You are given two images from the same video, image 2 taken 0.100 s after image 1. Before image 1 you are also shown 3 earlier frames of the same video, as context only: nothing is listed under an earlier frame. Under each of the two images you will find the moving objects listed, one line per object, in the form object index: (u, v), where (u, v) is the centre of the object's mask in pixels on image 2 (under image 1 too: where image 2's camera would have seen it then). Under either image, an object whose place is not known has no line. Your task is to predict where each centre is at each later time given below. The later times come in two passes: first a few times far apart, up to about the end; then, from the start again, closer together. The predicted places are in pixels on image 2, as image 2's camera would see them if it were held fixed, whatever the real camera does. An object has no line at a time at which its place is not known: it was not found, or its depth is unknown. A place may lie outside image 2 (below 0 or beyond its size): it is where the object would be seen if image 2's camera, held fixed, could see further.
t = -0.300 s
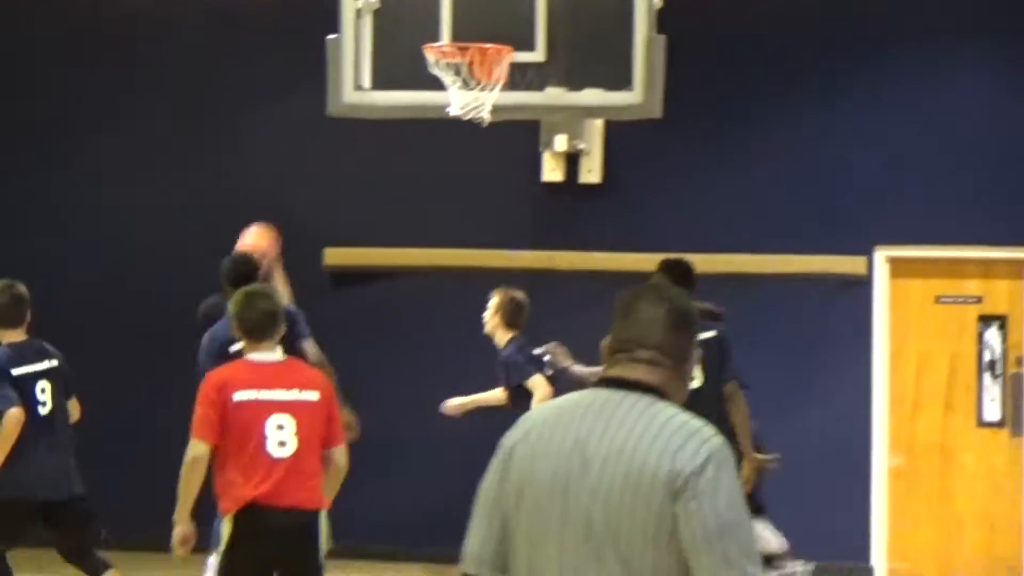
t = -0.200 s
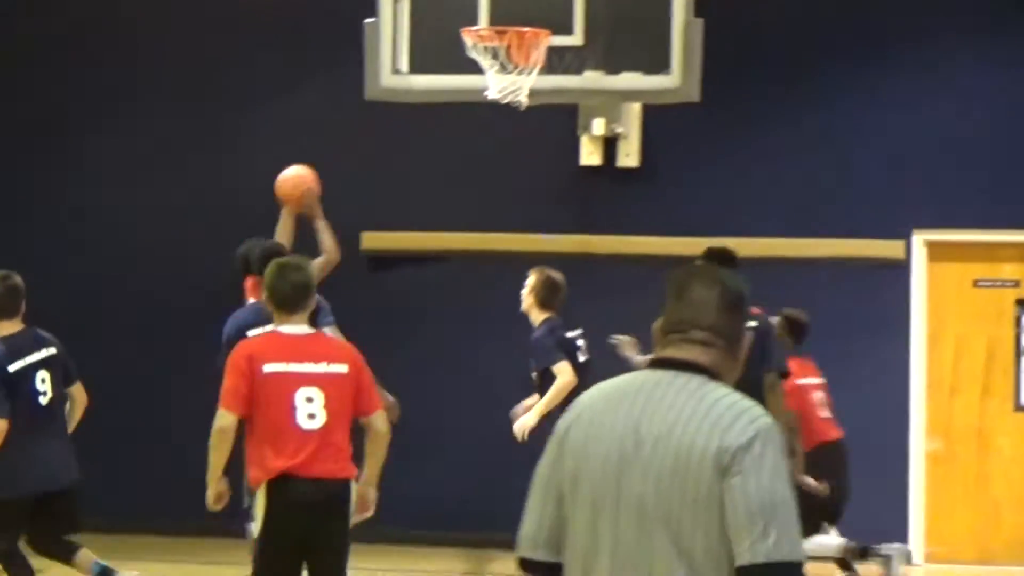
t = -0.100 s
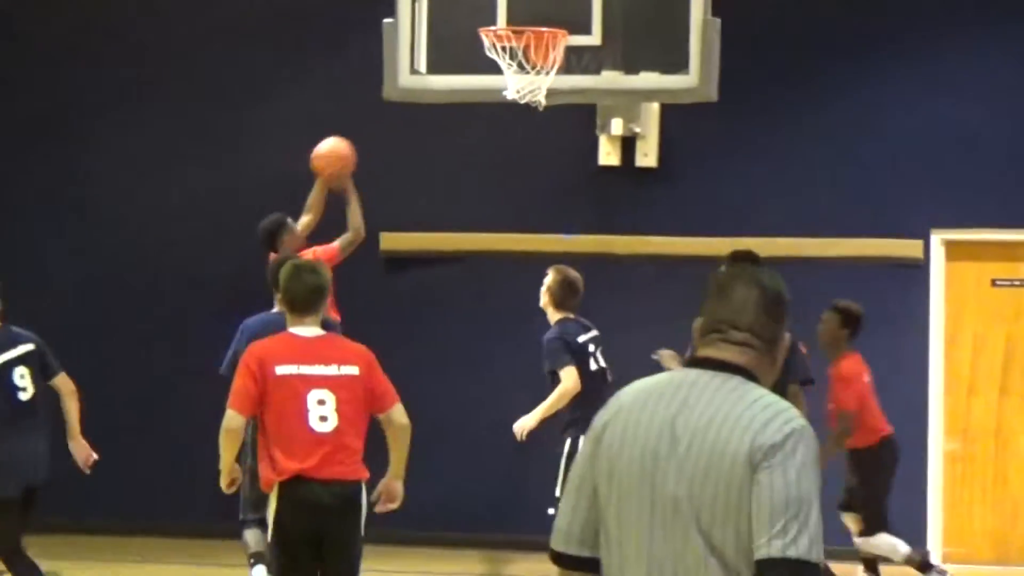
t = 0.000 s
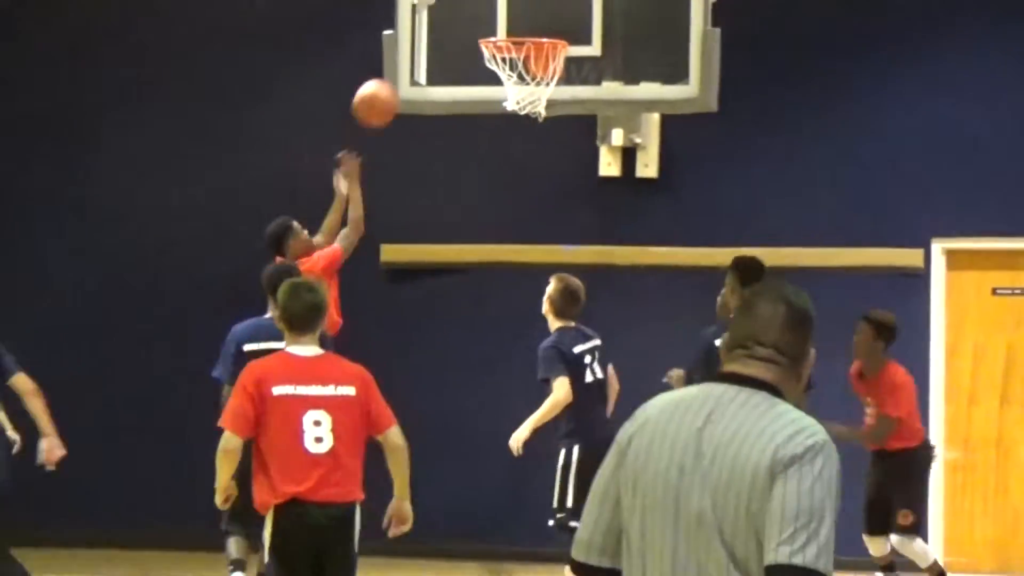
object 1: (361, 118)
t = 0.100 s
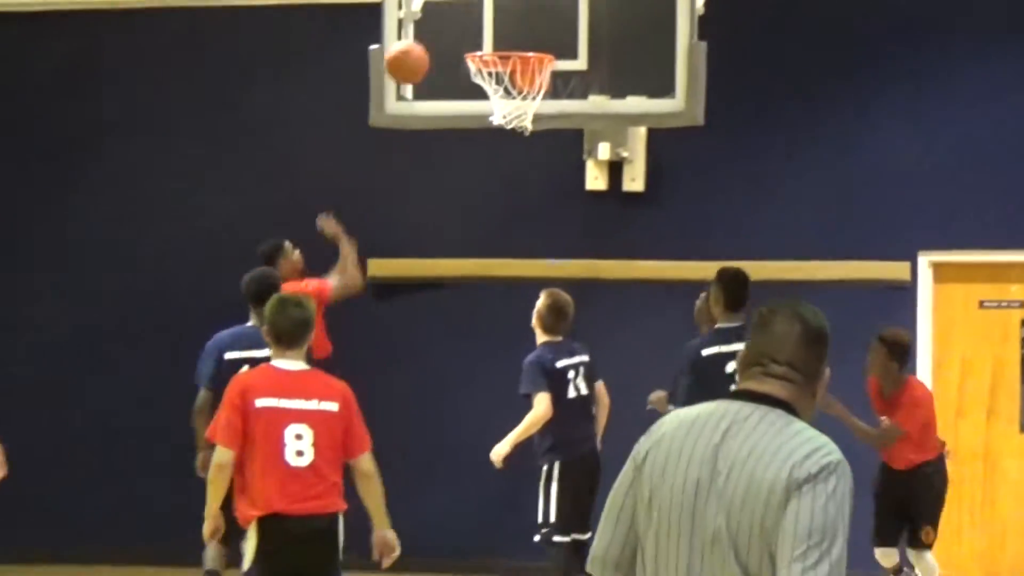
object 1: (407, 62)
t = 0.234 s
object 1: (464, 17)
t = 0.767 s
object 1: (474, 23)
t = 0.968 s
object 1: (409, 78)
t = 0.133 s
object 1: (422, 48)
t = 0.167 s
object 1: (436, 35)
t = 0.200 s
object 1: (451, 25)
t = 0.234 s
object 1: (464, 17)
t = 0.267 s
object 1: (479, 10)
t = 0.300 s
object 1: (494, 6)
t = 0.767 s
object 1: (474, 23)
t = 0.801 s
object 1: (463, 28)
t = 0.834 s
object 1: (452, 34)
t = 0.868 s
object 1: (442, 42)
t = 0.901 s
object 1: (431, 52)
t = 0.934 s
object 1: (420, 64)
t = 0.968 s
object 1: (409, 78)
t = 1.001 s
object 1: (397, 95)
